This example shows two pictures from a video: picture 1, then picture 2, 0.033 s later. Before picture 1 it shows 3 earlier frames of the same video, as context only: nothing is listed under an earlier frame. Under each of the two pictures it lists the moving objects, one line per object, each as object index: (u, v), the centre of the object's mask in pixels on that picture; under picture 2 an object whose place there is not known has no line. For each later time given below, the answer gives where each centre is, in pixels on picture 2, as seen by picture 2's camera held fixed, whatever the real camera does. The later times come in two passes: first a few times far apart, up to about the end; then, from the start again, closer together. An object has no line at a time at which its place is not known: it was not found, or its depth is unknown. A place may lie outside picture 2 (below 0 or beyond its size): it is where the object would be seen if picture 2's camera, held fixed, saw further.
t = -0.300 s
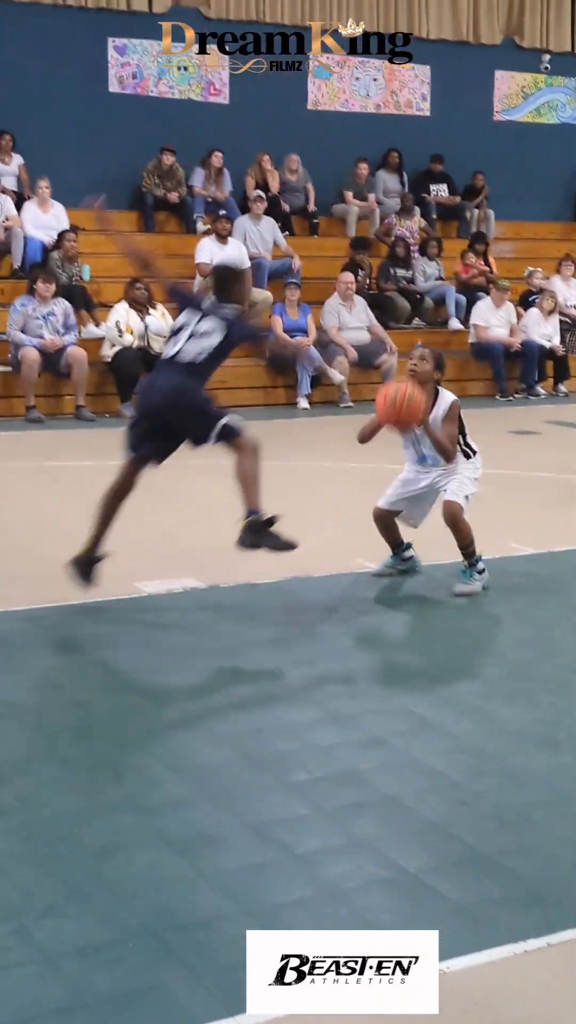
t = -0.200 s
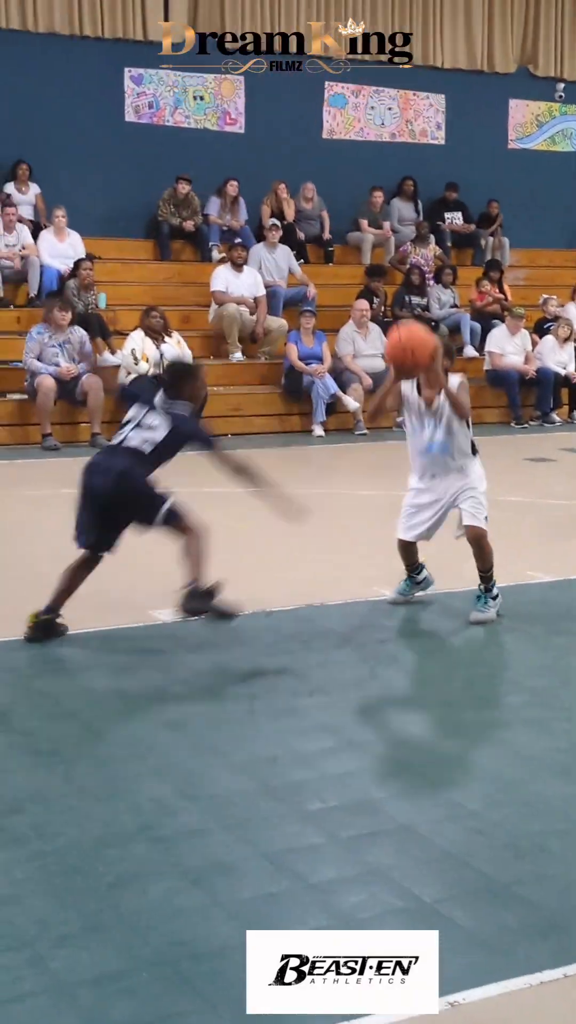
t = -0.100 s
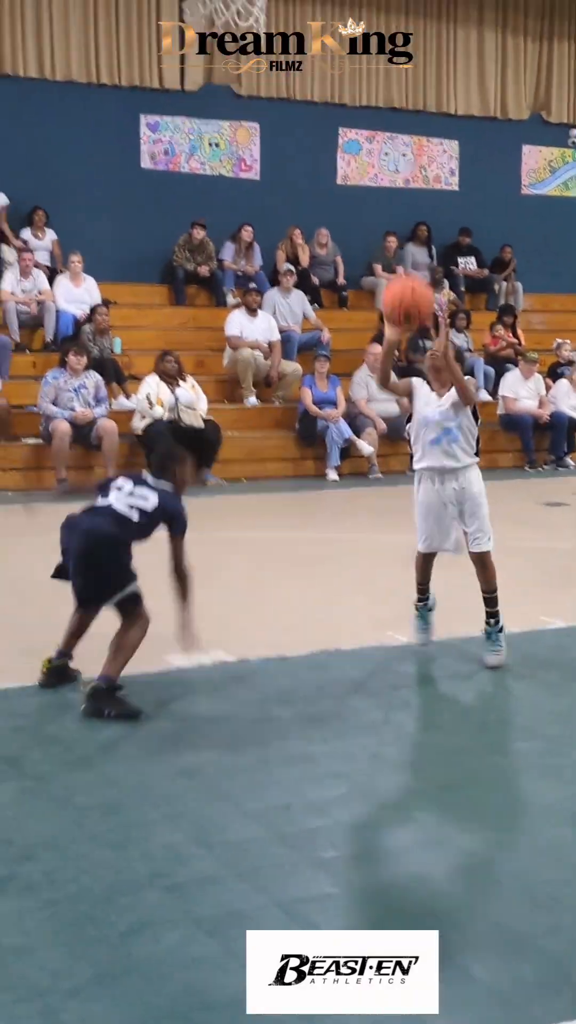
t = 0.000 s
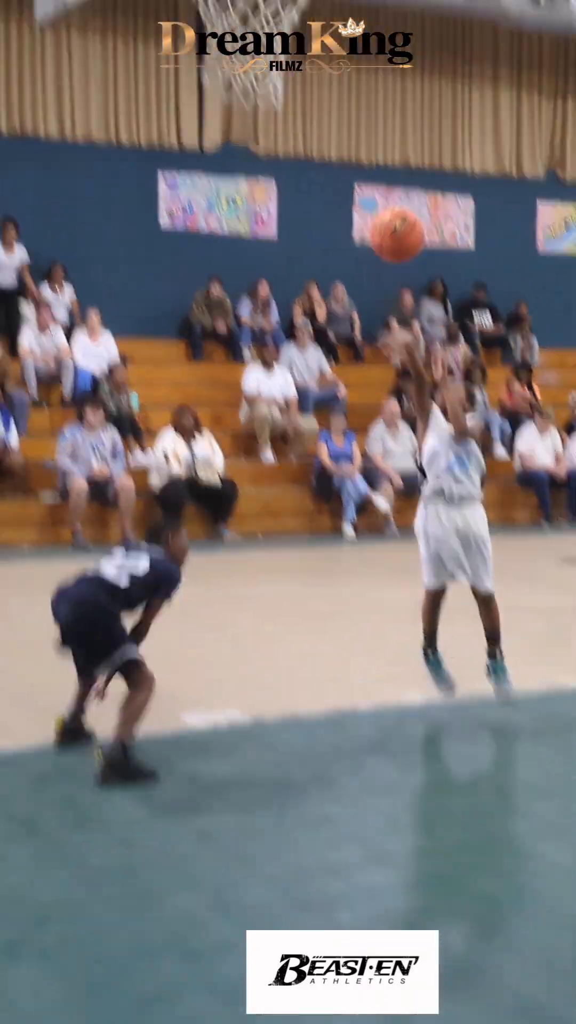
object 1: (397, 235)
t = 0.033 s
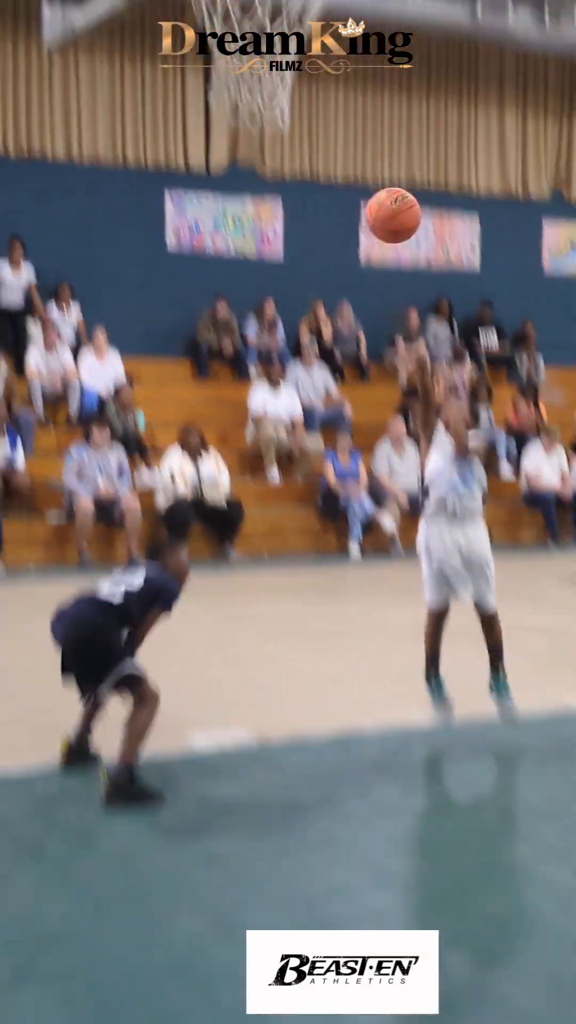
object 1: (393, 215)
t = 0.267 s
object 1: (323, -27)
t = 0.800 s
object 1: (257, -24)
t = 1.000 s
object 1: (311, 54)
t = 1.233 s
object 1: (283, 114)
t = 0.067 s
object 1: (383, 176)
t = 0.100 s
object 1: (373, 140)
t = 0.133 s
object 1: (362, 105)
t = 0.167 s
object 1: (351, 72)
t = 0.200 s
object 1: (341, 42)
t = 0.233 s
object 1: (336, 17)
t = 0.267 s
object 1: (323, -27)
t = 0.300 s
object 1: (309, -56)
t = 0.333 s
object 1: (298, -70)
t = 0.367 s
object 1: (291, -85)
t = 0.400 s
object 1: (287, -106)
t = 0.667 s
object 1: (158, -139)
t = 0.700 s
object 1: (185, -118)
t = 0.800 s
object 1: (257, -24)
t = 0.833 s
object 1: (268, -6)
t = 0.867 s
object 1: (283, 21)
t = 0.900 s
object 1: (299, 44)
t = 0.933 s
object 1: (307, 48)
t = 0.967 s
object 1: (310, 53)
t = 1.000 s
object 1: (311, 54)
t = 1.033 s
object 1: (311, 54)
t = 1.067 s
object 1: (309, 58)
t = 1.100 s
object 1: (306, 64)
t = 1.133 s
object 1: (301, 72)
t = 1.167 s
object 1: (296, 83)
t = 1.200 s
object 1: (291, 96)
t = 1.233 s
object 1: (283, 114)
